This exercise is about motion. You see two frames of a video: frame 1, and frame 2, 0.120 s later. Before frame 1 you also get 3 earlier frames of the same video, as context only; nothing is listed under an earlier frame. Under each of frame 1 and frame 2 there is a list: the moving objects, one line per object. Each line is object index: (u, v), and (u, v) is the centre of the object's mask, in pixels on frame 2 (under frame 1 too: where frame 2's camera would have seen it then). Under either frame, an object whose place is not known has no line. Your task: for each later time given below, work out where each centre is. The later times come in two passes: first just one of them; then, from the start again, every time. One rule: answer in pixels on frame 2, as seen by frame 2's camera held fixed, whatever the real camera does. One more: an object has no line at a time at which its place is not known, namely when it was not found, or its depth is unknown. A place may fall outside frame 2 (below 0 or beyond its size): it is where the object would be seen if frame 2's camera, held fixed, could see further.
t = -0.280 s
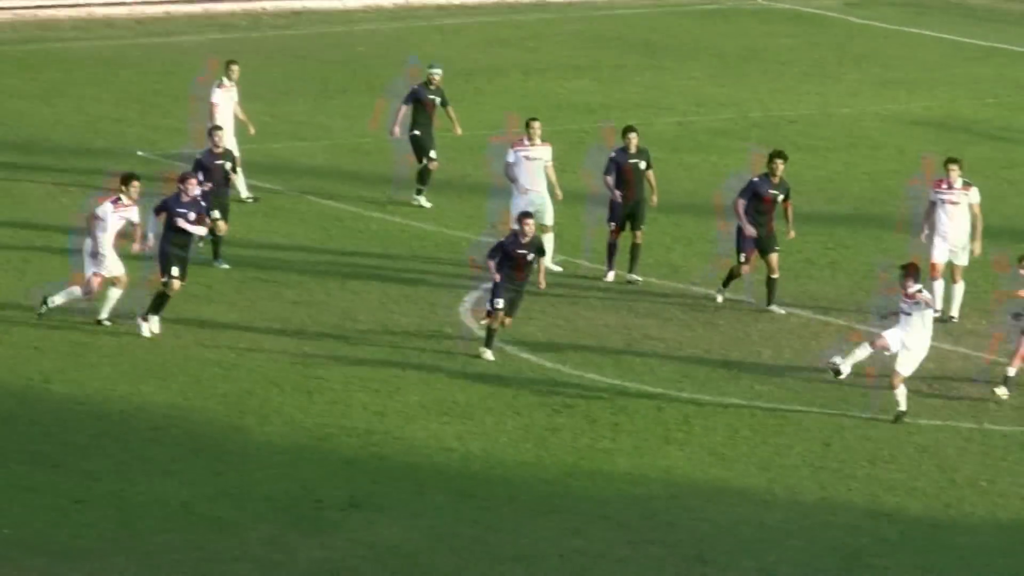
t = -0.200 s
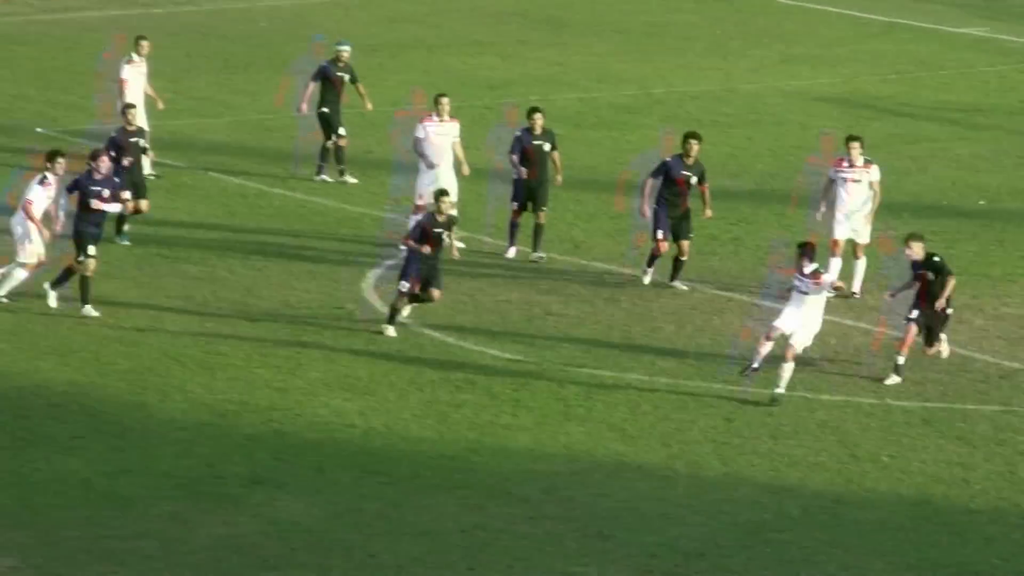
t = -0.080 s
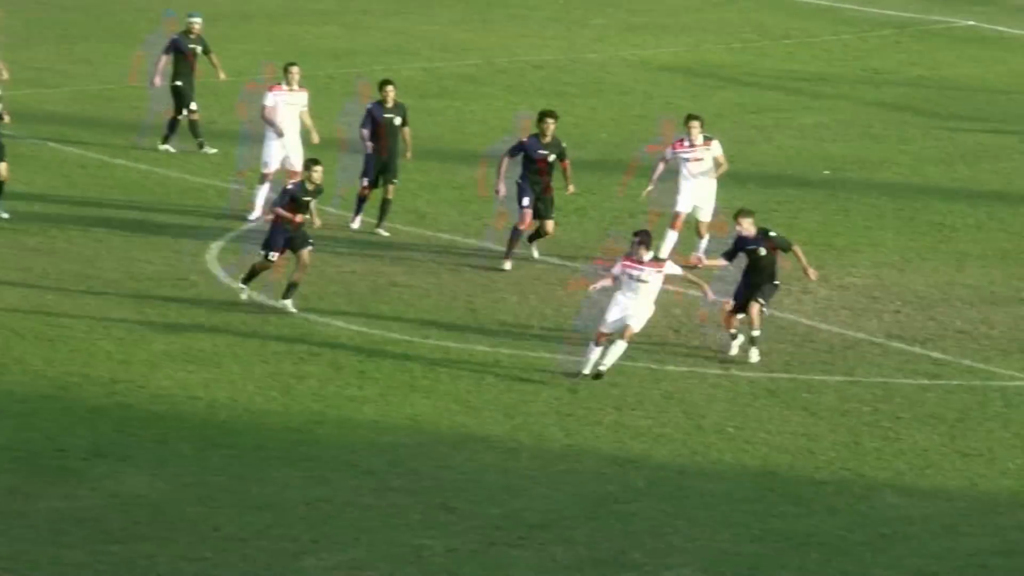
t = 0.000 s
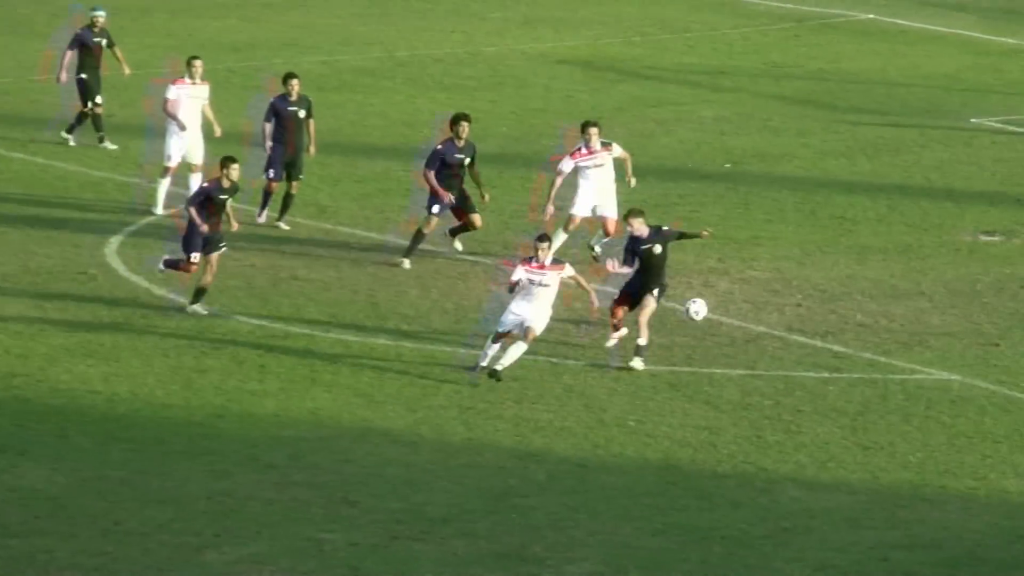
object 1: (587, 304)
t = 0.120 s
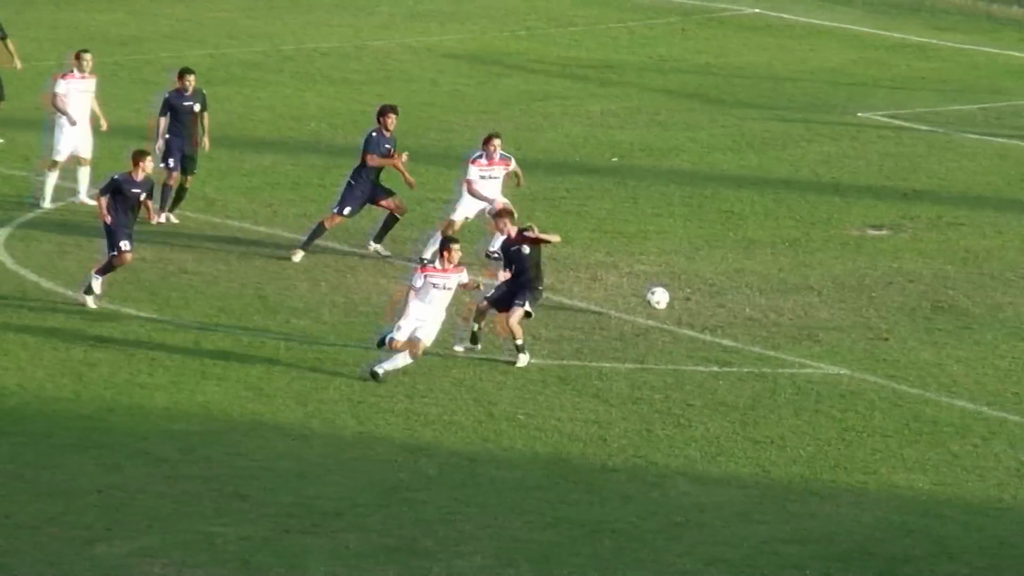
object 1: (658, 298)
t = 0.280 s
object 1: (730, 267)
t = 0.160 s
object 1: (677, 288)
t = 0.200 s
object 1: (695, 279)
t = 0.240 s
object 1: (713, 273)
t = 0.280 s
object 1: (730, 267)
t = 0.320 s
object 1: (748, 263)
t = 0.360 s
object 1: (765, 262)
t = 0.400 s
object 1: (782, 261)
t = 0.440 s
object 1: (799, 262)
